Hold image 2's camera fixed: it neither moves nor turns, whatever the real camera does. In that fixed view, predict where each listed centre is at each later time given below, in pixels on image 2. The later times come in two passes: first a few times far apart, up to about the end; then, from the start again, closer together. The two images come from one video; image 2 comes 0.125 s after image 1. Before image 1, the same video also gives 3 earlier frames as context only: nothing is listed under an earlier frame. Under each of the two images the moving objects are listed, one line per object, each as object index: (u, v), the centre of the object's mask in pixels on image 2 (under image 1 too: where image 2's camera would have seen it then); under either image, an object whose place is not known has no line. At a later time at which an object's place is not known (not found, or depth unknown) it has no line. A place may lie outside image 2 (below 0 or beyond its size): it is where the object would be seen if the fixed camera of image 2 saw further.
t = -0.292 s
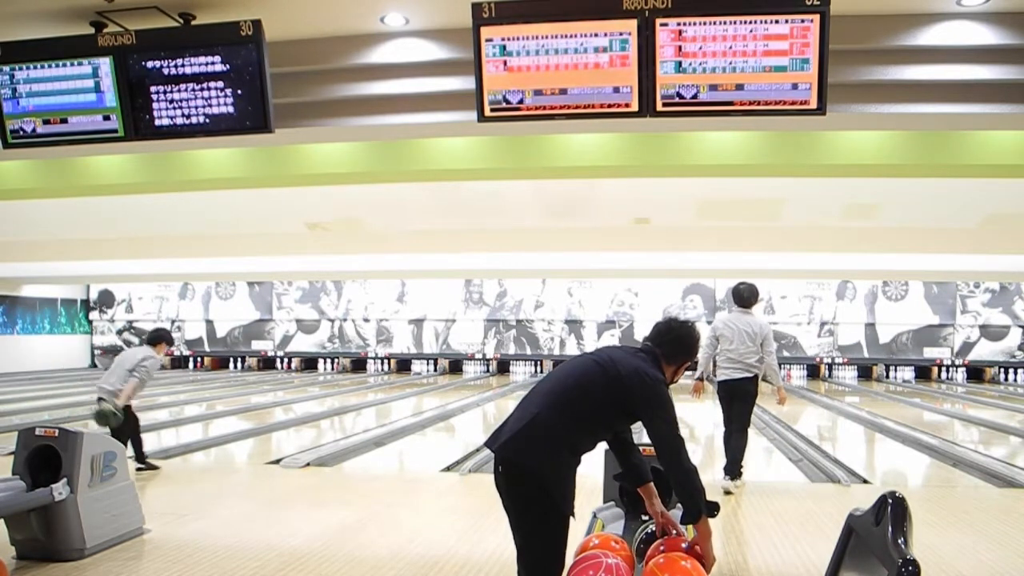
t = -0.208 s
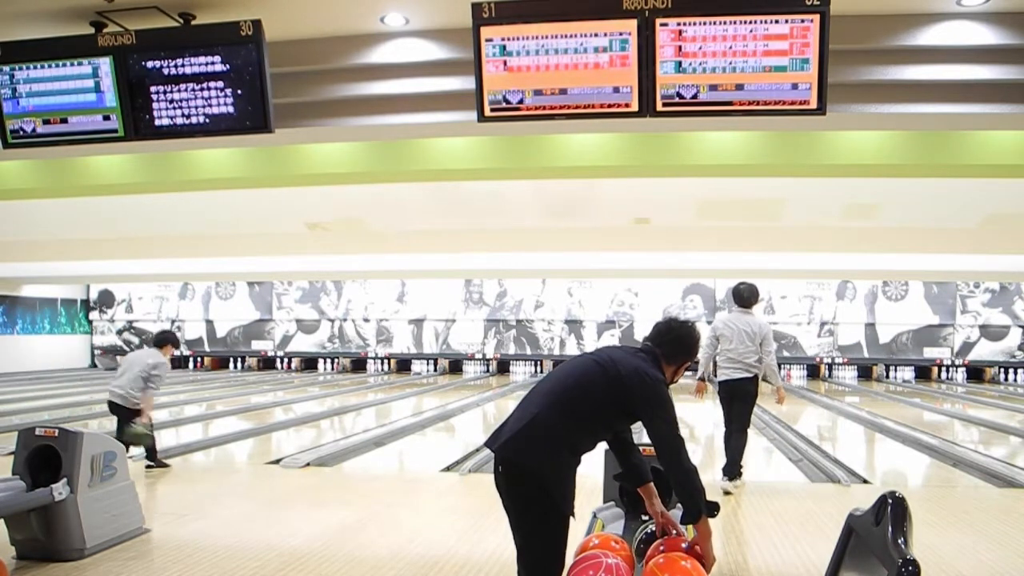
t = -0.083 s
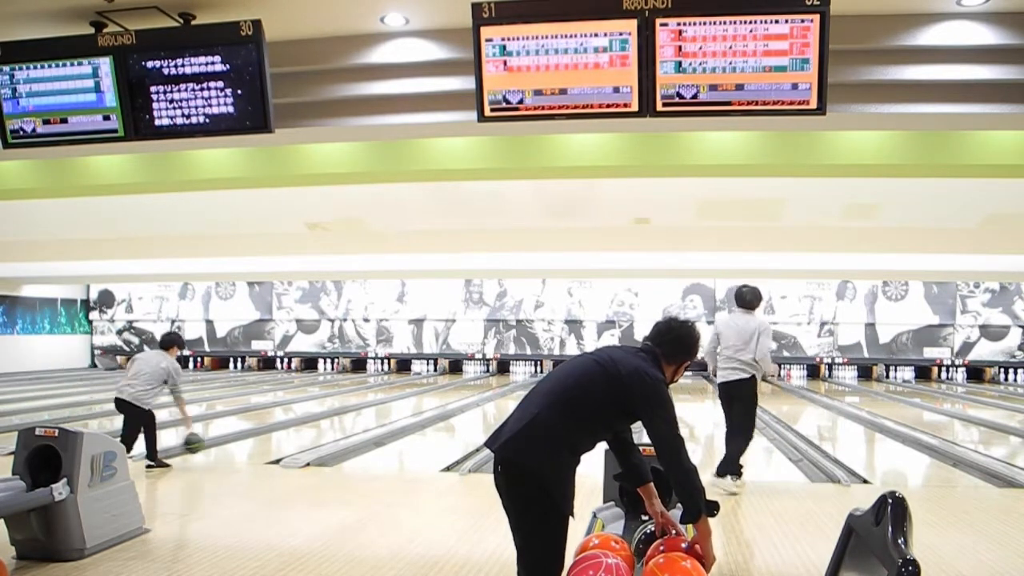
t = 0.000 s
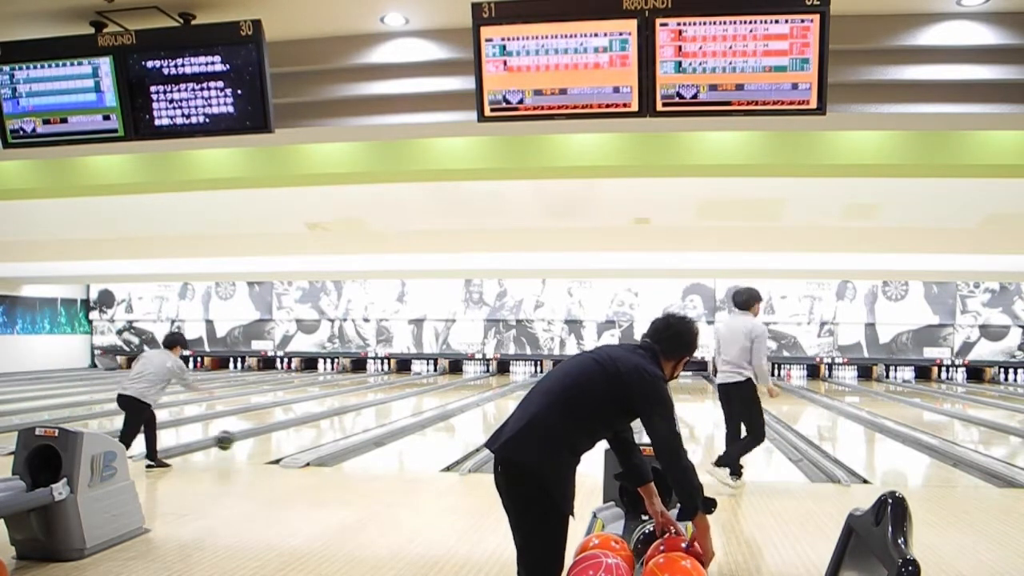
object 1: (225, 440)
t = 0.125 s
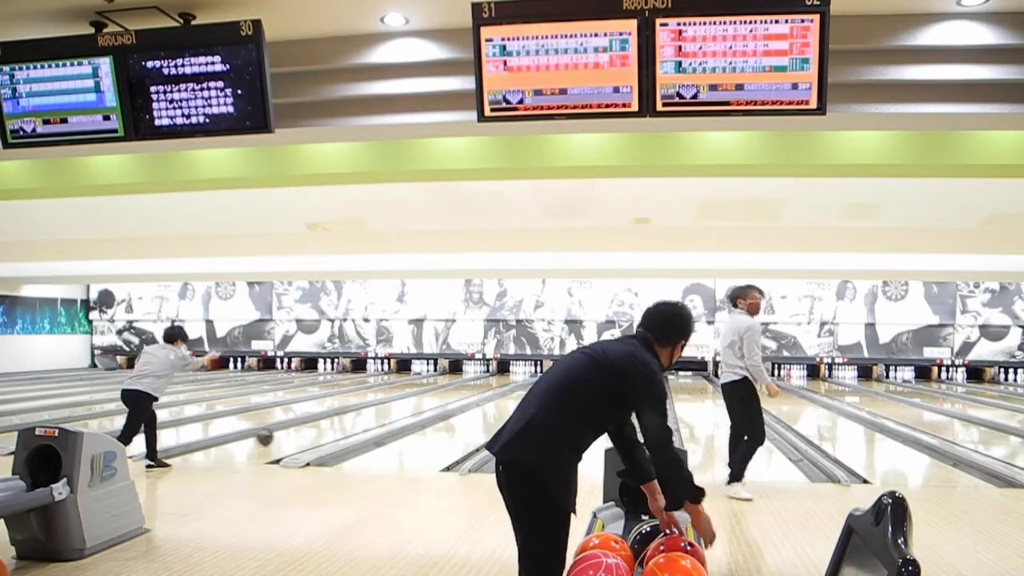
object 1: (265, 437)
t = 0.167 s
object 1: (276, 434)
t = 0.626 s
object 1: (371, 410)
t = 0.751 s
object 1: (389, 405)
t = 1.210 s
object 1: (439, 392)
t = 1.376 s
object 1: (453, 388)
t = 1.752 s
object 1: (477, 382)
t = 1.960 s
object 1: (489, 378)
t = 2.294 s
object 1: (504, 374)
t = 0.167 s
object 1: (276, 434)
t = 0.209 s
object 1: (288, 432)
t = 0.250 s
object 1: (298, 429)
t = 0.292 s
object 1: (308, 427)
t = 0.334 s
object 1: (318, 424)
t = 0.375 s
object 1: (326, 422)
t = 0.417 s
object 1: (335, 420)
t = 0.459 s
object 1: (342, 418)
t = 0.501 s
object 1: (350, 415)
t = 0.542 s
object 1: (358, 414)
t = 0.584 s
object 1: (365, 411)
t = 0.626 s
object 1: (371, 410)
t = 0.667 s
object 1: (378, 408)
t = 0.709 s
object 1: (383, 407)
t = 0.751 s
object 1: (389, 405)
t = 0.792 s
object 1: (394, 404)
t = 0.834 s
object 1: (400, 403)
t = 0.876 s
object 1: (405, 402)
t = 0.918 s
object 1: (410, 400)
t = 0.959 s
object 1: (414, 399)
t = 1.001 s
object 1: (419, 398)
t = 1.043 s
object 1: (423, 397)
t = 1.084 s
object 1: (427, 396)
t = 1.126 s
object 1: (431, 395)
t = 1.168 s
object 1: (436, 394)
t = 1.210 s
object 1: (439, 392)
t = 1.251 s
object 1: (443, 391)
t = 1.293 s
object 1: (446, 390)
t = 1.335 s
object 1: (450, 390)
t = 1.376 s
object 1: (453, 388)
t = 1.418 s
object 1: (456, 388)
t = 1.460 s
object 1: (459, 388)
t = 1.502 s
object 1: (462, 387)
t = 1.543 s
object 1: (465, 385)
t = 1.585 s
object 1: (468, 385)
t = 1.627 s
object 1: (470, 384)
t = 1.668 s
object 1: (473, 383)
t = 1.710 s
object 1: (475, 382)
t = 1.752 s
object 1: (477, 382)
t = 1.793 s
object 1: (480, 381)
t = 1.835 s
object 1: (483, 380)
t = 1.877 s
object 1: (485, 379)
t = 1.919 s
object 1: (487, 379)
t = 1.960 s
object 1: (489, 378)
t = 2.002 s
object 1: (492, 378)
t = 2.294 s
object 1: (504, 374)
